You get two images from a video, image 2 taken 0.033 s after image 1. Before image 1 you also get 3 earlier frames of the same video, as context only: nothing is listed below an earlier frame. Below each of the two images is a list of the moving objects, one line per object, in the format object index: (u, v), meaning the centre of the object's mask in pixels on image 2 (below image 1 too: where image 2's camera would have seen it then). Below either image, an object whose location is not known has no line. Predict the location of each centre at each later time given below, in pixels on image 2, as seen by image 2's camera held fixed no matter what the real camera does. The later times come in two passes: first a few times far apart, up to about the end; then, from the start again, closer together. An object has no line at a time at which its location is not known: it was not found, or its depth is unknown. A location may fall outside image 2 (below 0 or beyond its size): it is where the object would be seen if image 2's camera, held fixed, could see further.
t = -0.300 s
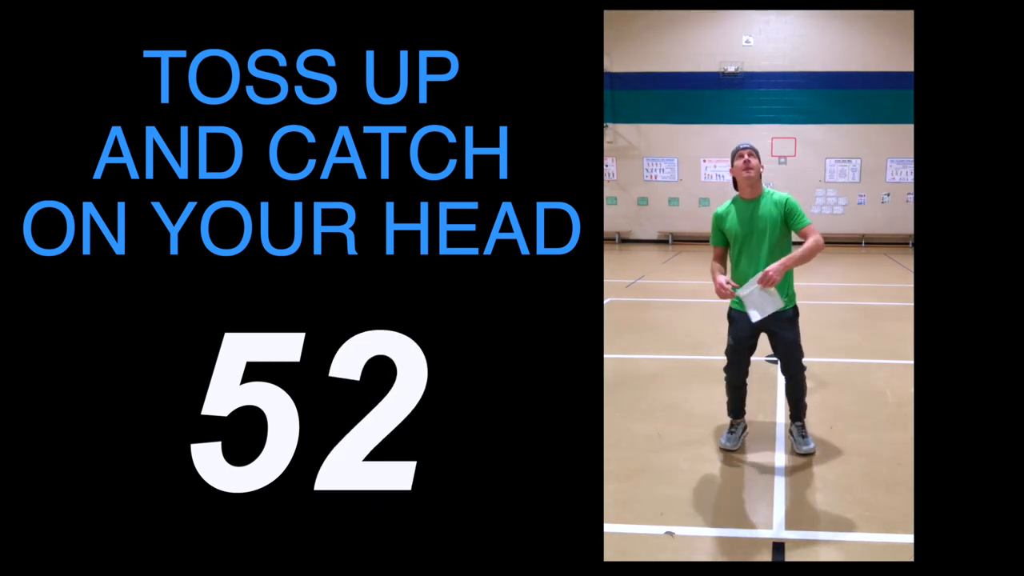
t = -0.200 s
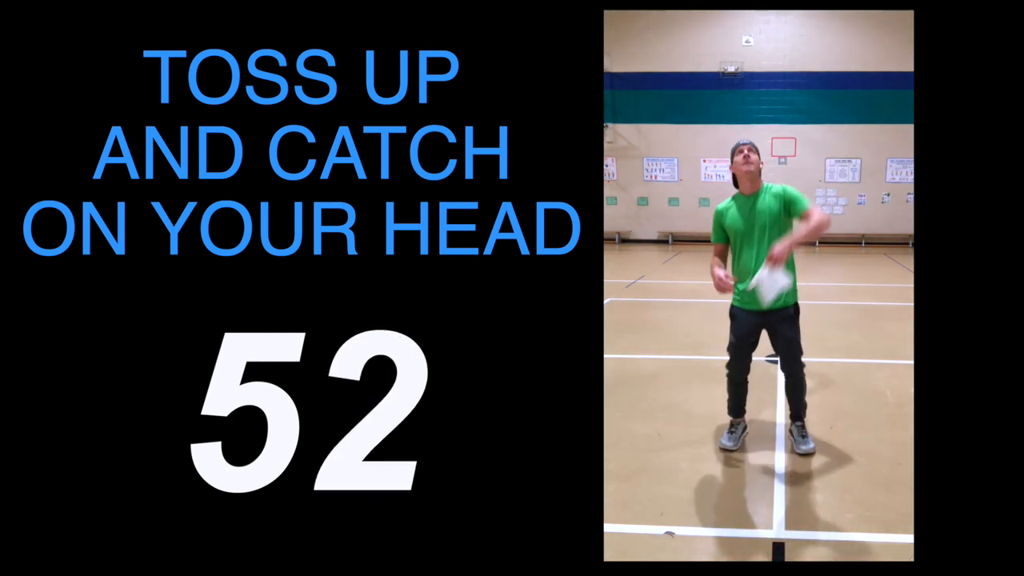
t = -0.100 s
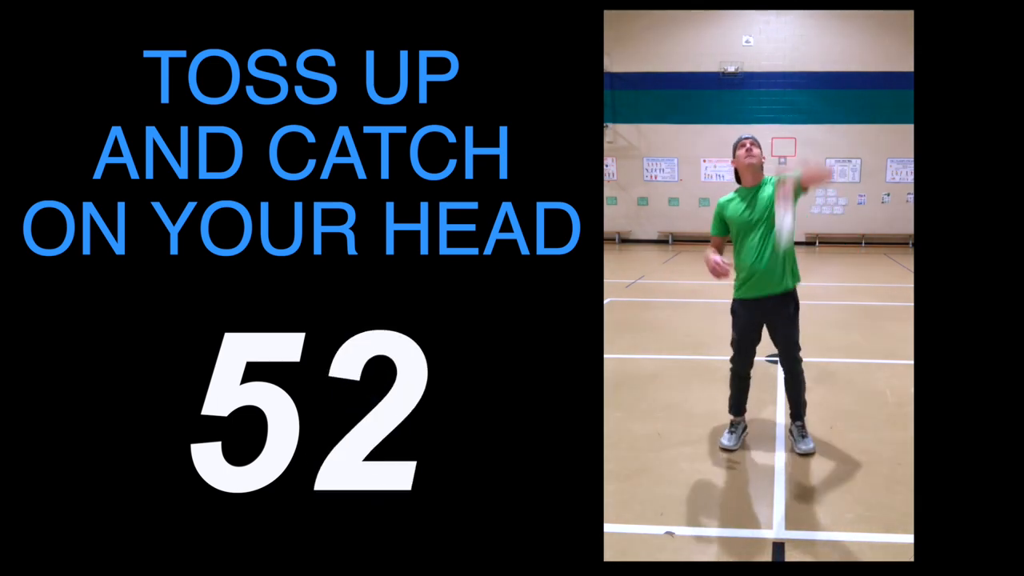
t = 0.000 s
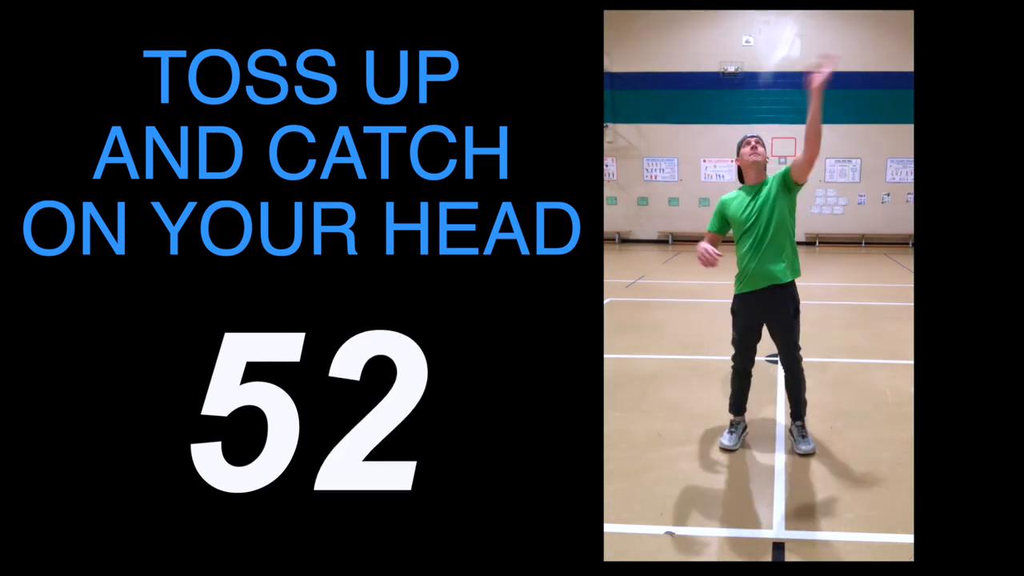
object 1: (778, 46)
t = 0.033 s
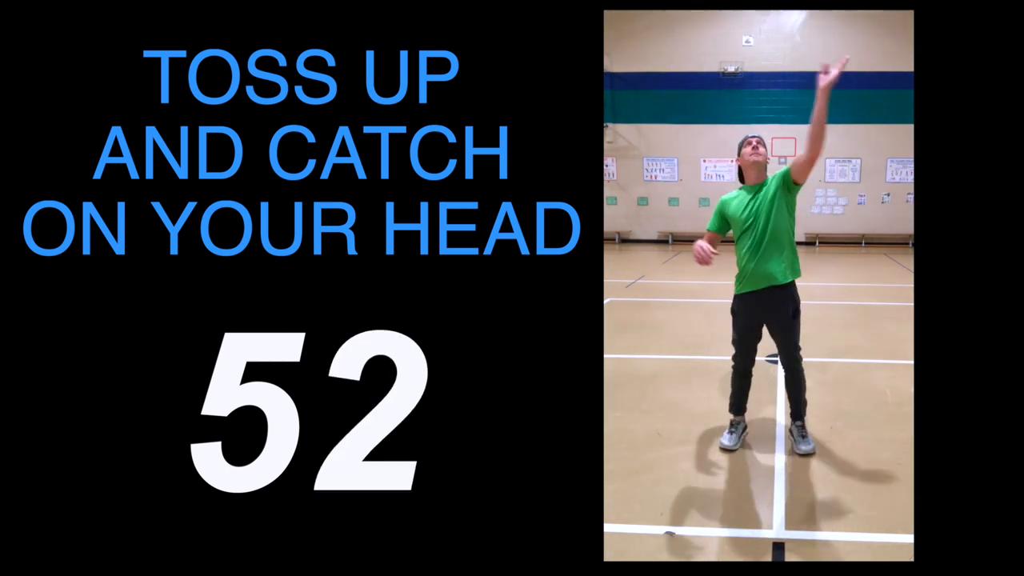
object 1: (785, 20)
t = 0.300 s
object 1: (834, 13)
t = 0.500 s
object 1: (834, 56)
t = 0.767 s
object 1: (800, 107)
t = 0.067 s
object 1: (801, 14)
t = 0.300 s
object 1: (834, 13)
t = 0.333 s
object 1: (834, 16)
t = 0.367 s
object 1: (837, 19)
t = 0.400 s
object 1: (840, 24)
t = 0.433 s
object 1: (839, 34)
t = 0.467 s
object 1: (837, 45)
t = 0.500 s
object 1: (834, 56)
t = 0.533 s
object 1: (829, 64)
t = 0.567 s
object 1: (823, 73)
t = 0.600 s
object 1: (819, 81)
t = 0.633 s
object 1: (815, 86)
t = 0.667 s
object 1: (812, 90)
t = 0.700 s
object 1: (807, 95)
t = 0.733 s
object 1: (803, 102)
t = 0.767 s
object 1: (800, 107)
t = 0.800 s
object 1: (797, 113)
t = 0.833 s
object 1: (793, 122)
